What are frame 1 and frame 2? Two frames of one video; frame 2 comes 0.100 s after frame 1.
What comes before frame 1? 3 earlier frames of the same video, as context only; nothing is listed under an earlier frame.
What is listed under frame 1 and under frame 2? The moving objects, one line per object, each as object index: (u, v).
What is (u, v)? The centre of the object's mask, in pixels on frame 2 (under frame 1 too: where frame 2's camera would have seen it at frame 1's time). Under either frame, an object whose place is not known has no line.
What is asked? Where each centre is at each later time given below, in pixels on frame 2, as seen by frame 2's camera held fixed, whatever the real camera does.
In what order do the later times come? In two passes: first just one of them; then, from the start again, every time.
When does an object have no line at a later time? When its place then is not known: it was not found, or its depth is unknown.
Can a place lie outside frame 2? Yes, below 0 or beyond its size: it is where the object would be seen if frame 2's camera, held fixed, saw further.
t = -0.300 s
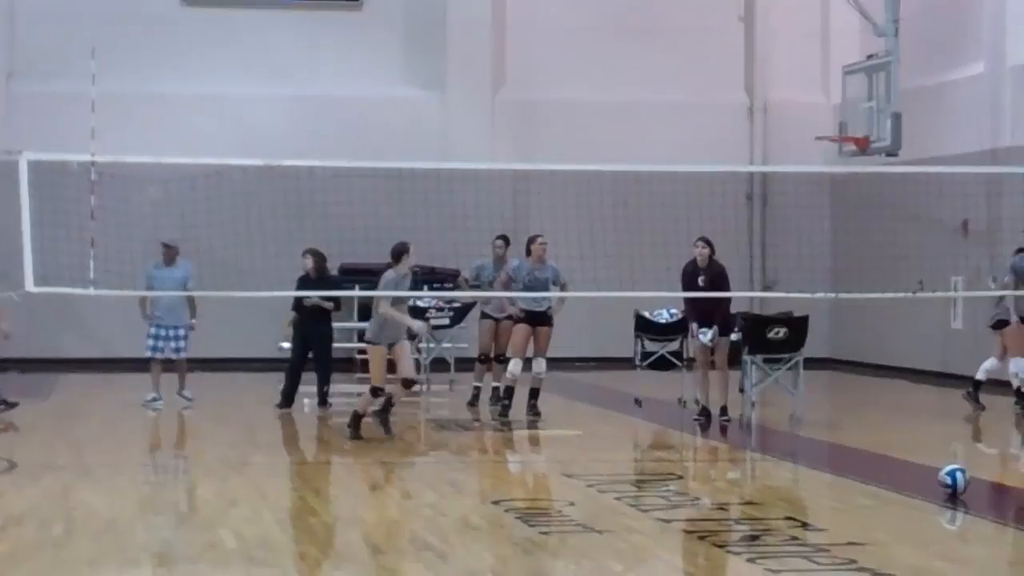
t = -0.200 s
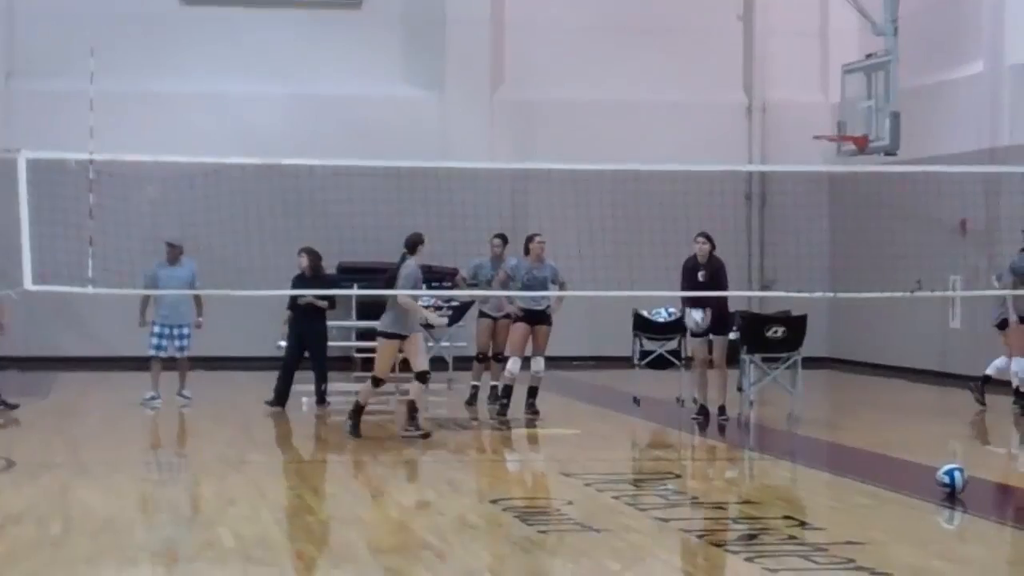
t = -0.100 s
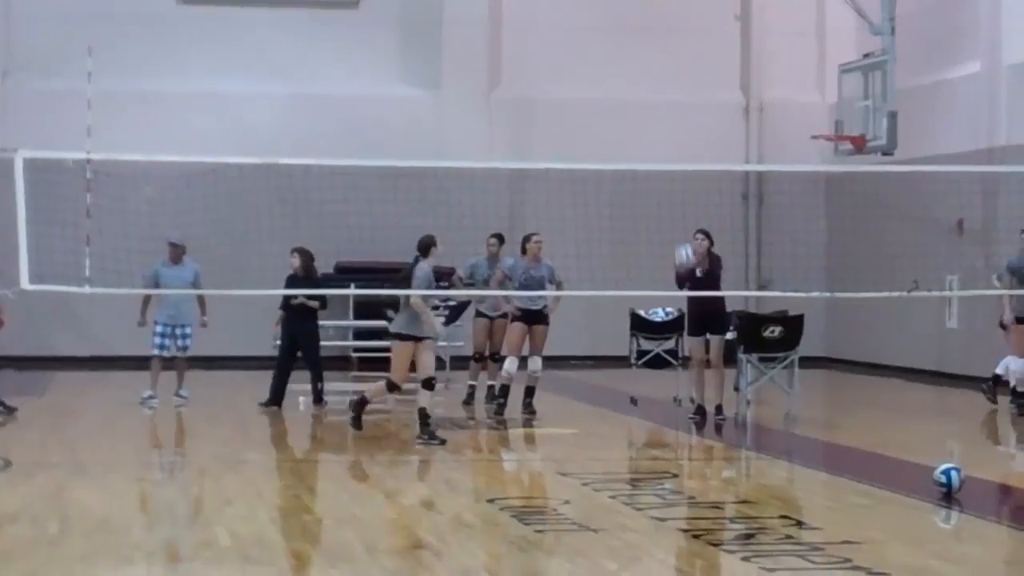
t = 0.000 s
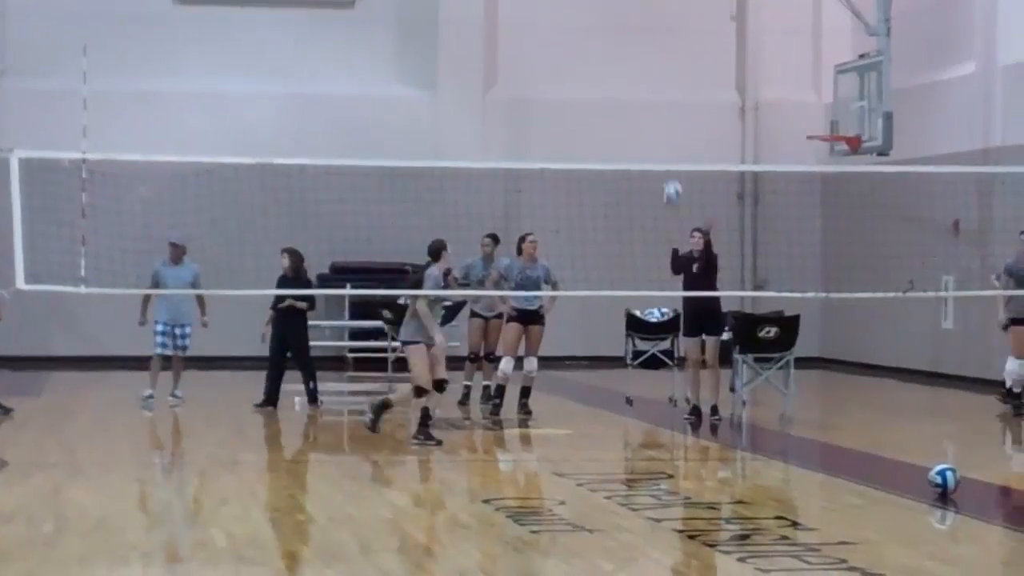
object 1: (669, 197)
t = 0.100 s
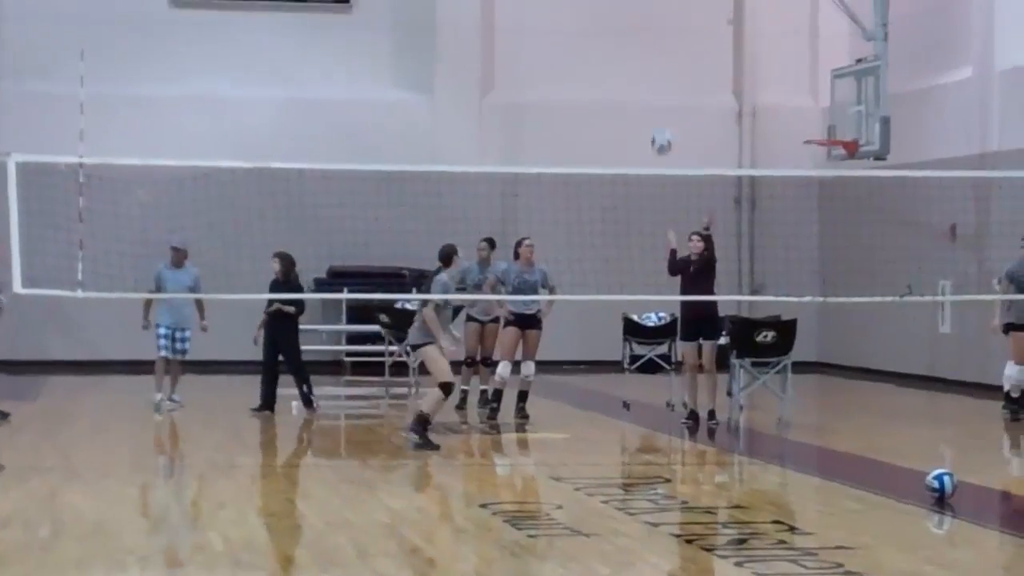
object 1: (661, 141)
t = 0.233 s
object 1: (650, 84)
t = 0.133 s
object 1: (659, 126)
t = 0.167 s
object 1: (656, 111)
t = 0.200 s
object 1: (653, 96)
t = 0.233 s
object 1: (650, 84)
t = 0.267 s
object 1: (647, 71)
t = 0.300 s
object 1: (643, 60)
